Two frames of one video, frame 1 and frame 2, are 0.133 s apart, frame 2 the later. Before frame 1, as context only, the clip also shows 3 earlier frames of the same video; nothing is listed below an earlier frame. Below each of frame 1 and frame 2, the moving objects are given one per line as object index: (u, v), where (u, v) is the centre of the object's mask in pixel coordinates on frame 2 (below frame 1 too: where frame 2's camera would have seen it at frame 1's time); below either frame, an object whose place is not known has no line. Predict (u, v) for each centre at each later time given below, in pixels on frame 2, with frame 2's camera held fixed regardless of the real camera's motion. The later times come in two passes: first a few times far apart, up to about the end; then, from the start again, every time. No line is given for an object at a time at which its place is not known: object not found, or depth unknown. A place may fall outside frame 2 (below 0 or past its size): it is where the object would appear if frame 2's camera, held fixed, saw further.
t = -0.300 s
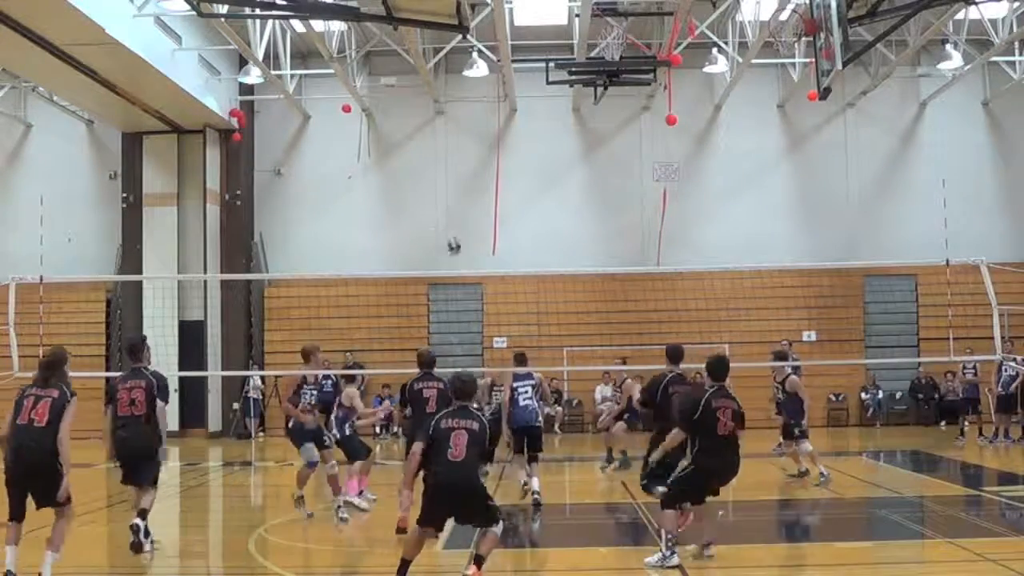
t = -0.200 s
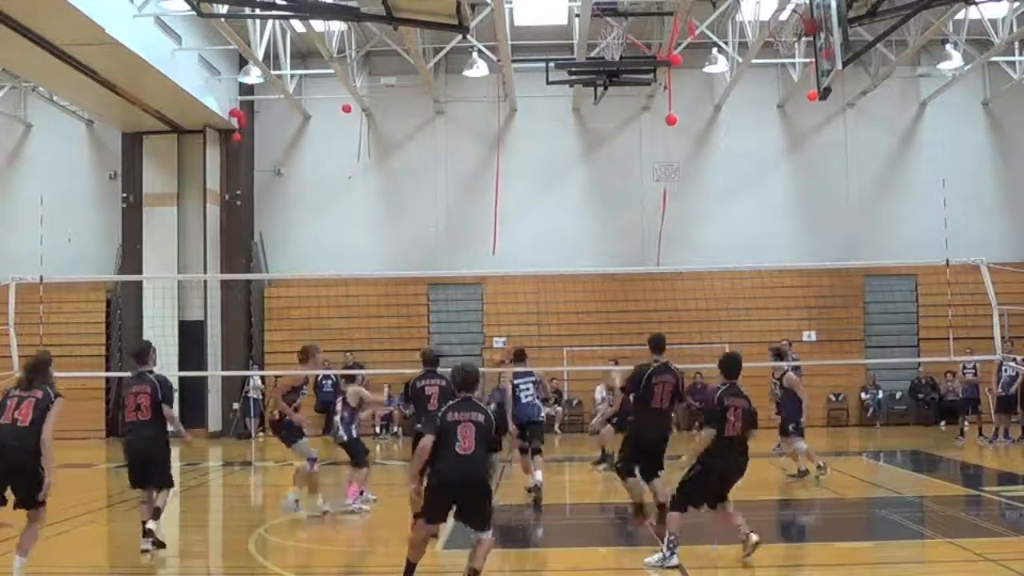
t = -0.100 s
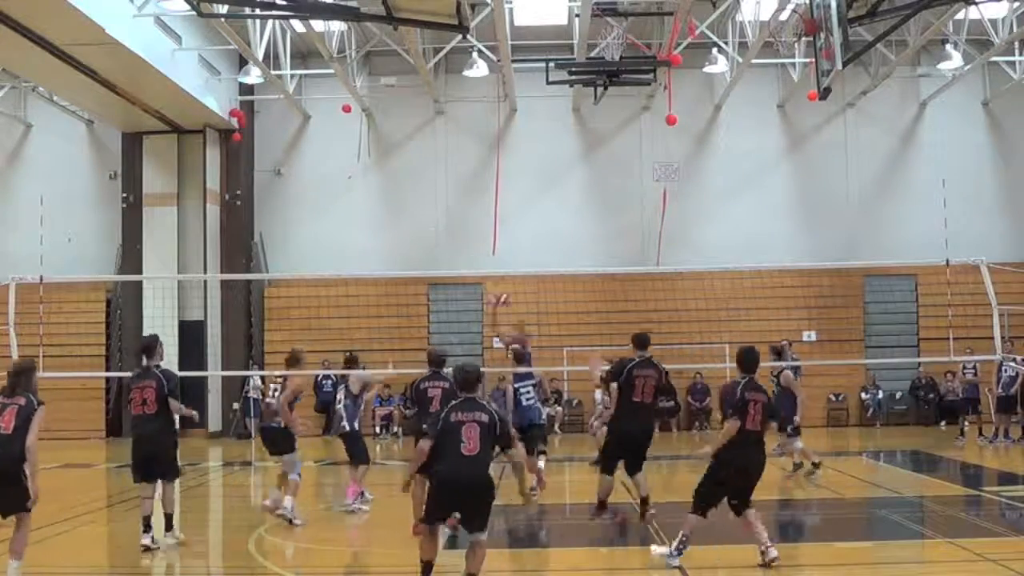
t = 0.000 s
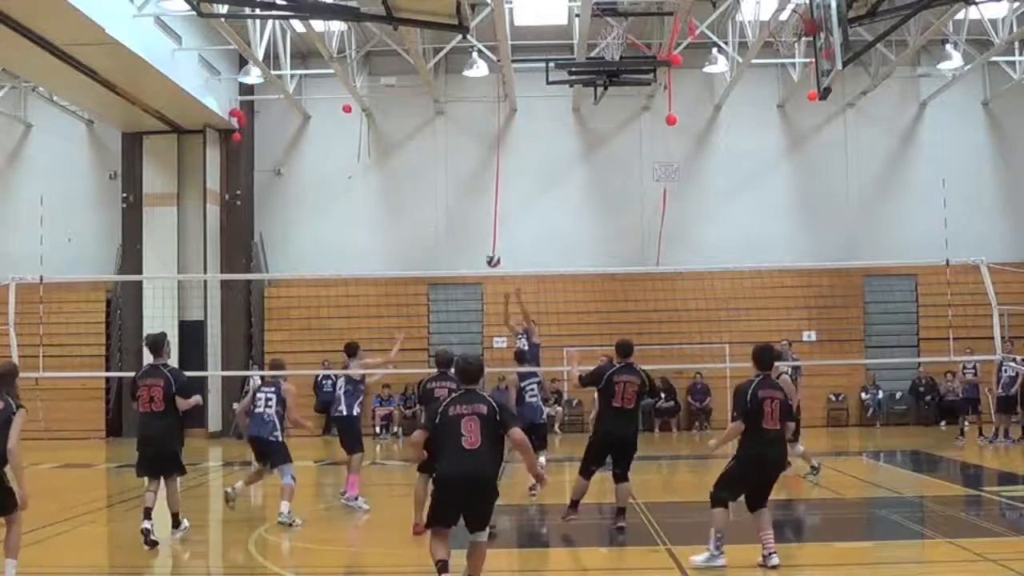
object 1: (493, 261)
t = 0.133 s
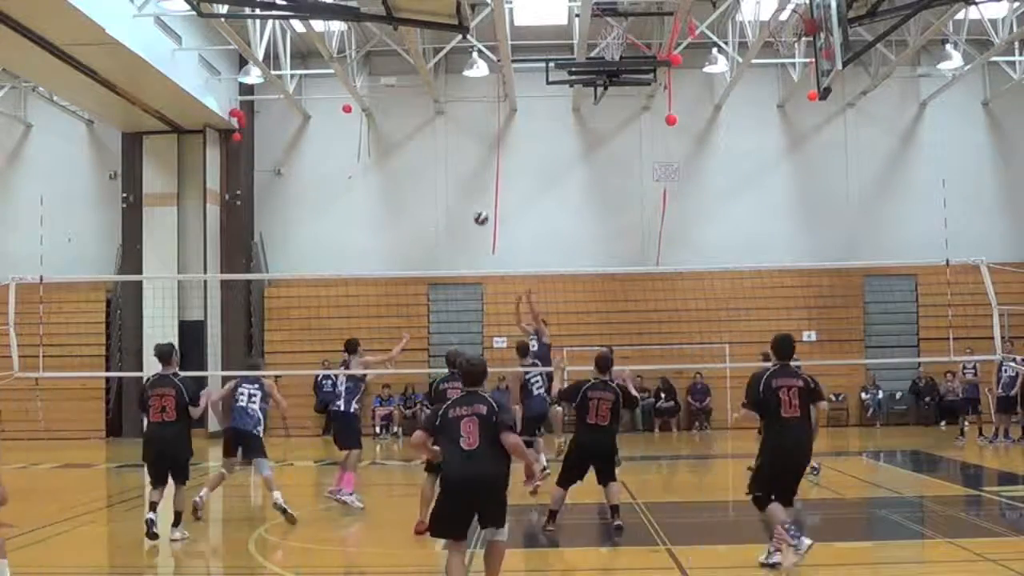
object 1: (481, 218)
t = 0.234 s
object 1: (472, 194)
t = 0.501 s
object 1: (445, 166)
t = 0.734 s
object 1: (422, 185)
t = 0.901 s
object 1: (406, 228)
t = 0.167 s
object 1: (478, 209)
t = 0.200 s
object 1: (474, 201)
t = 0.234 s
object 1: (472, 194)
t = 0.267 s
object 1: (468, 188)
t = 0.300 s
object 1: (465, 181)
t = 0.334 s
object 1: (462, 177)
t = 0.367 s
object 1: (459, 174)
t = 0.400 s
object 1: (455, 171)
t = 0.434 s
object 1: (452, 169)
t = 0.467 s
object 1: (449, 167)
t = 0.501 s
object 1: (445, 166)
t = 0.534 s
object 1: (442, 166)
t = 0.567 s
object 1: (439, 166)
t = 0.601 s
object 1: (436, 168)
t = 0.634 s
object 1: (432, 171)
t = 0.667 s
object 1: (429, 175)
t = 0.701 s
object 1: (426, 180)
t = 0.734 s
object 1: (422, 185)
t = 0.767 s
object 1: (419, 192)
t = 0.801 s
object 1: (416, 199)
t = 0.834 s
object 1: (413, 209)
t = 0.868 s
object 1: (409, 218)
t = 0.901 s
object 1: (406, 228)
